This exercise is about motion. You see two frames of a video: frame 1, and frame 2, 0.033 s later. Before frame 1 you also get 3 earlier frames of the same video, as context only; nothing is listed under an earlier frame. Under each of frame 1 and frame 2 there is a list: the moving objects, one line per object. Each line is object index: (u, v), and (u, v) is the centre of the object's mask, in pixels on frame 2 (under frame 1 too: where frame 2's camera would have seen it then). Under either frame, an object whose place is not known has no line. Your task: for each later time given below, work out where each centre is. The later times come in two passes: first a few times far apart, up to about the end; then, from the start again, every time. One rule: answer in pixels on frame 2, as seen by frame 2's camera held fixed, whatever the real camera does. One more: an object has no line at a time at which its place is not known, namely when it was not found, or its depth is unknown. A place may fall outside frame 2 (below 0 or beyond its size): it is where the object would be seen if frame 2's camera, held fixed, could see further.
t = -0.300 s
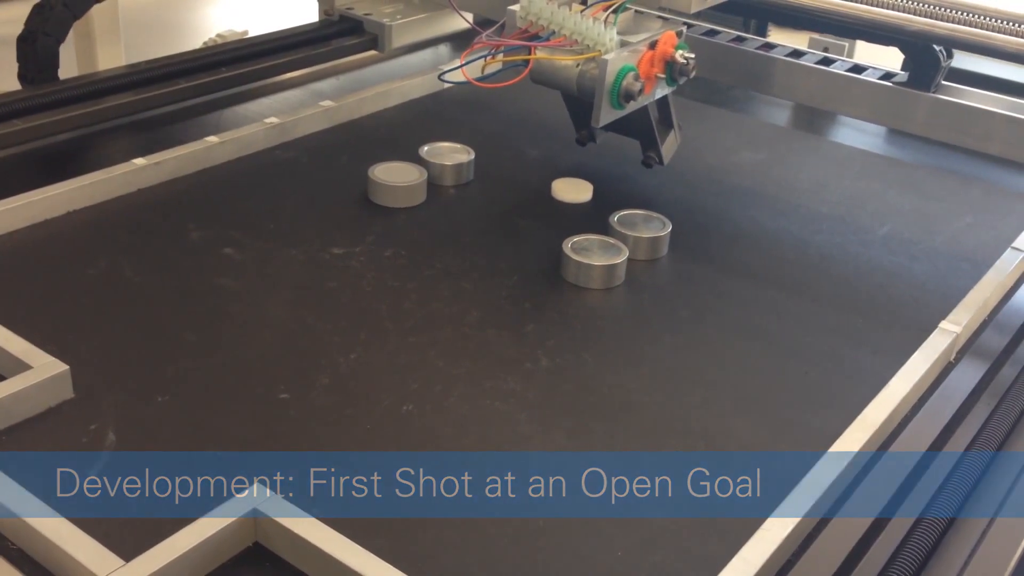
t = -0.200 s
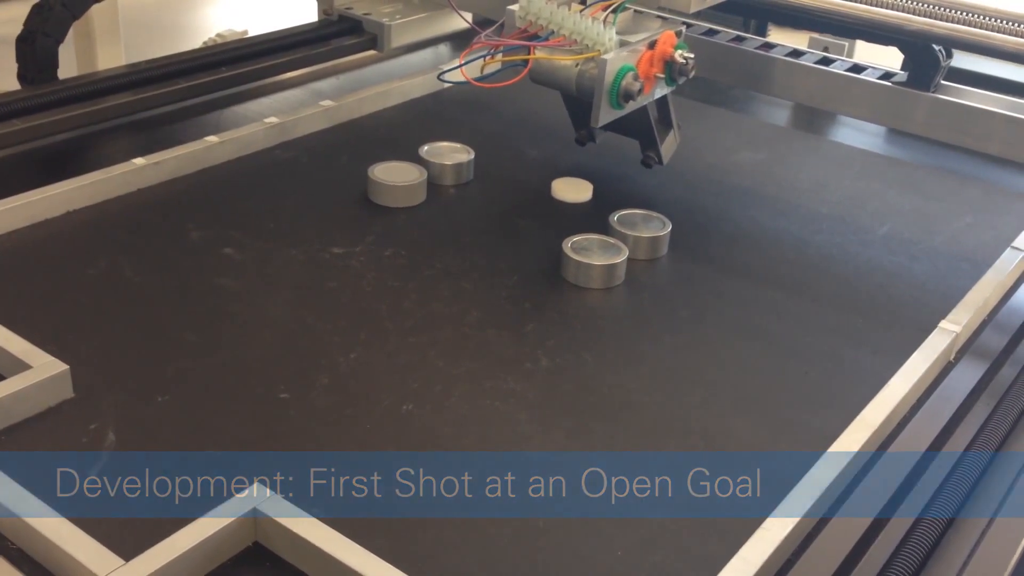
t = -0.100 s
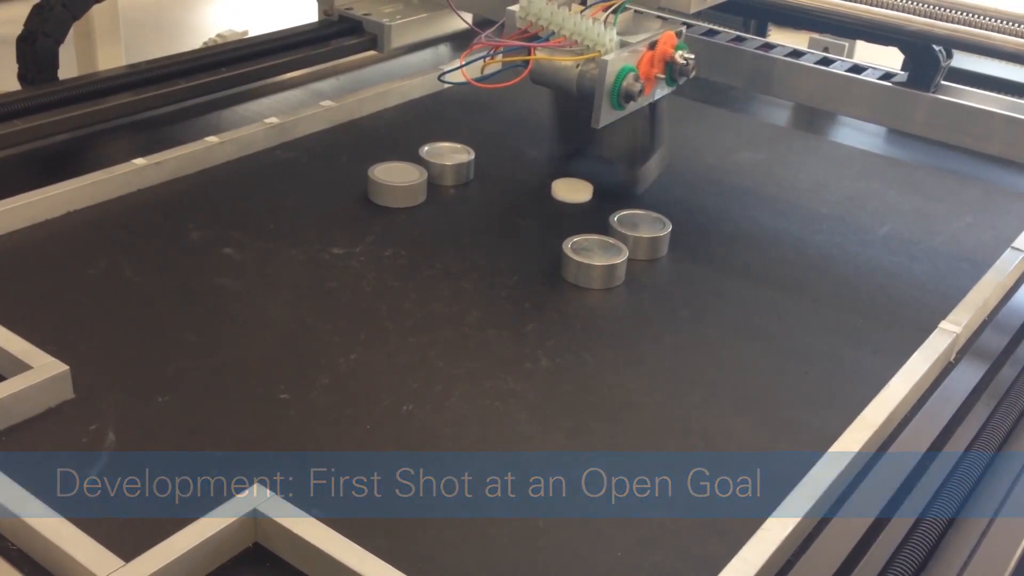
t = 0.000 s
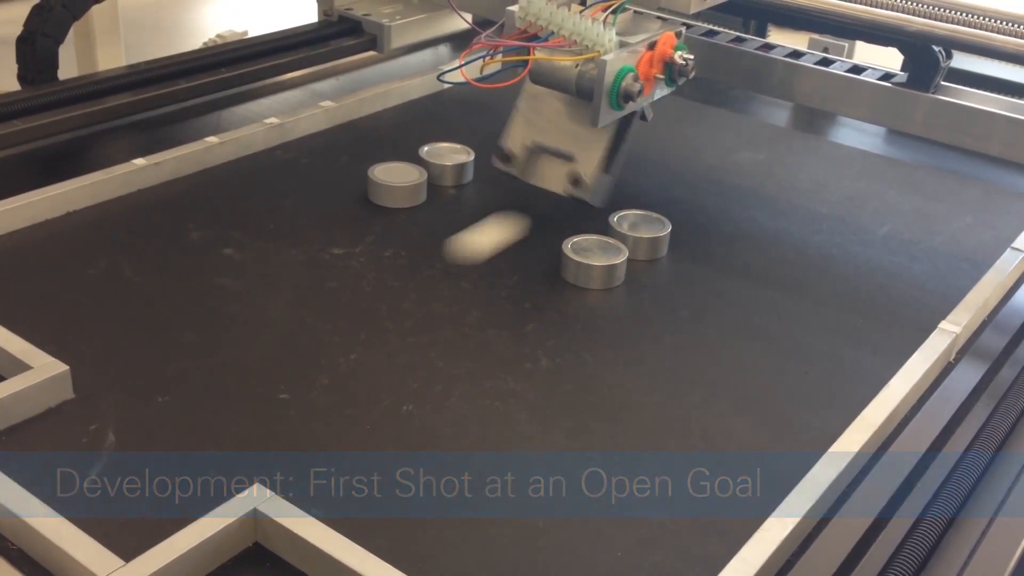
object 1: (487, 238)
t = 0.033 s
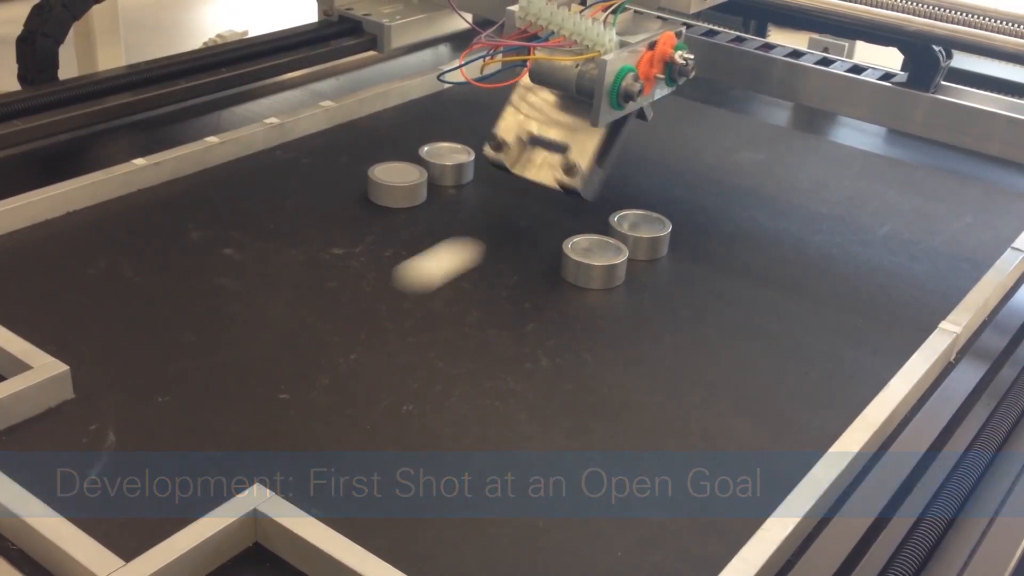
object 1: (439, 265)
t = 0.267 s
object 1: (124, 456)
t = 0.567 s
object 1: (82, 489)
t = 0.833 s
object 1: (83, 489)
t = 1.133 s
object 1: (83, 489)
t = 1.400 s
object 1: (83, 489)
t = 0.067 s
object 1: (389, 293)
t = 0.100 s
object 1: (340, 321)
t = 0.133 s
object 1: (292, 350)
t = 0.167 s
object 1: (246, 378)
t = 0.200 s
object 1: (202, 405)
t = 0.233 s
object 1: (161, 432)
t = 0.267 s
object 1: (124, 456)
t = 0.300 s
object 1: (94, 477)
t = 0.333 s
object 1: (78, 489)
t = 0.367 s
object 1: (77, 491)
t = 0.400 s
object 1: (81, 489)
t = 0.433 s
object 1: (82, 489)
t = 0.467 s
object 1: (82, 489)
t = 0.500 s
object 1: (83, 488)
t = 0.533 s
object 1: (82, 488)
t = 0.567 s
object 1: (82, 489)
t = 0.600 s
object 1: (83, 489)
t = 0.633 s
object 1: (83, 489)
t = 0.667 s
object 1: (83, 489)
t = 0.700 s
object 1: (82, 489)
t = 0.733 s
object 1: (82, 489)
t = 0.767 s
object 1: (83, 489)
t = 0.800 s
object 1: (83, 489)
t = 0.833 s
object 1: (83, 489)
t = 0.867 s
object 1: (82, 489)
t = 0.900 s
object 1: (82, 489)
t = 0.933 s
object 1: (82, 489)
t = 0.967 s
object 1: (82, 489)
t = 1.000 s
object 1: (82, 488)
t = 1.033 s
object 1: (82, 488)
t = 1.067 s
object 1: (82, 489)
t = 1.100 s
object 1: (82, 489)
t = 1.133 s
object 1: (83, 489)
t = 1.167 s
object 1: (83, 489)
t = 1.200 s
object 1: (83, 489)
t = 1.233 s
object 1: (83, 489)
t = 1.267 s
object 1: (83, 488)
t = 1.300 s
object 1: (83, 489)
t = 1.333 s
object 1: (83, 489)
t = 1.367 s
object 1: (83, 488)
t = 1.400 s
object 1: (83, 489)
